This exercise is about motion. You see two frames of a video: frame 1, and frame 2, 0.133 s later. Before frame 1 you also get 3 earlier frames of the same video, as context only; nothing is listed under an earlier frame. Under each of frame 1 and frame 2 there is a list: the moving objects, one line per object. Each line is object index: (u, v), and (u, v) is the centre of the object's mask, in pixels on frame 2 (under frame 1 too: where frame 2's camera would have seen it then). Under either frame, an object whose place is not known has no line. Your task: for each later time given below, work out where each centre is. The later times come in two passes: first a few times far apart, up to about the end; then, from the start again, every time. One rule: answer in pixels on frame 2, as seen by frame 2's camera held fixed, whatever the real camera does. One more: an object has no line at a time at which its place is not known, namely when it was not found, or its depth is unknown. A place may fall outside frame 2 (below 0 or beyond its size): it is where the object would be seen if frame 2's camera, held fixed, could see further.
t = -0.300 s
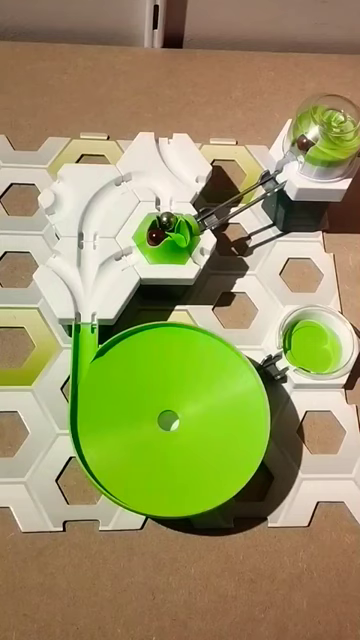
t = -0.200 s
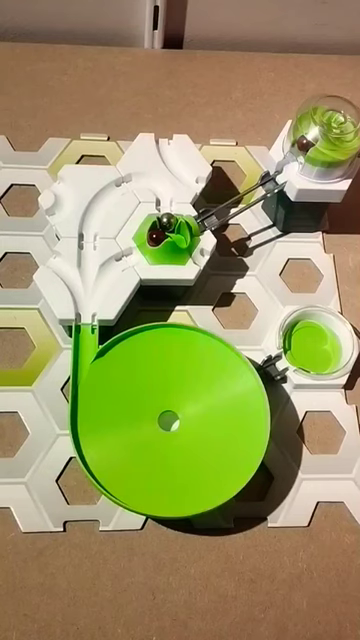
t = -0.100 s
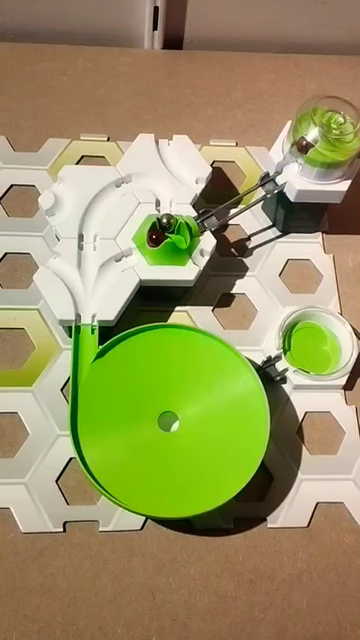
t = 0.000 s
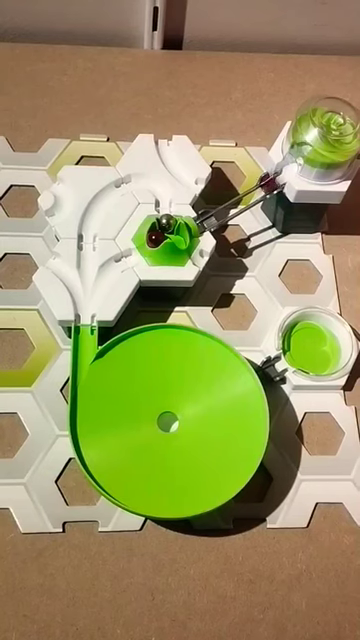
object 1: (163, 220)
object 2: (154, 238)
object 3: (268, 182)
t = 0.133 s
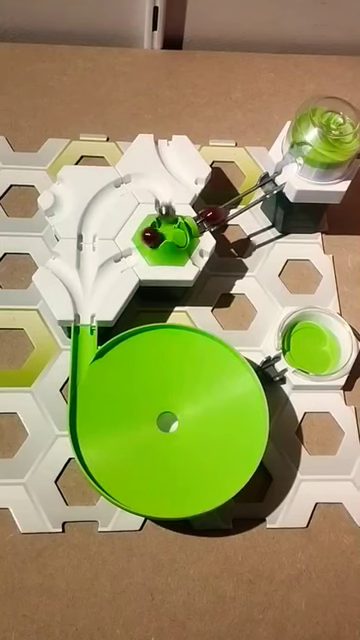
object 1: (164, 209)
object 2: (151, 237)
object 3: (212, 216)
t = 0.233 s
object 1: (164, 203)
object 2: (114, 264)
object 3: (217, 213)
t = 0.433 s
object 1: (113, 186)
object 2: (83, 354)
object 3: (204, 221)
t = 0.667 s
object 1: (86, 250)
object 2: (121, 480)
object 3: (204, 221)
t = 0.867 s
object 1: (84, 317)
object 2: (219, 489)
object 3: (204, 221)
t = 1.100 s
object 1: (89, 411)
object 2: (250, 399)
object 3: (204, 221)
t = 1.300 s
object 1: (200, 488)
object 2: (161, 345)
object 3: (204, 221)
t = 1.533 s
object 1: (225, 393)
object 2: (99, 438)
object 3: (204, 221)
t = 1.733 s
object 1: (124, 360)
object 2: (189, 490)
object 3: (204, 221)
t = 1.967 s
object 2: (240, 400)
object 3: (204, 221)
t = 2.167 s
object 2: (149, 366)
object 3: (204, 221)
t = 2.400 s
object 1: (204, 373)
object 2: (121, 460)
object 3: (204, 221)
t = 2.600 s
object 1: (111, 408)
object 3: (204, 221)
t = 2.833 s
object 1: (160, 473)
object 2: (194, 369)
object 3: (204, 221)
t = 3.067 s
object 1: (209, 390)
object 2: (123, 420)
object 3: (204, 221)
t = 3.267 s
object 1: (138, 381)
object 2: (186, 470)
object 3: (204, 221)
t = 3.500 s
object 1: (167, 468)
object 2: (199, 388)
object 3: (204, 221)
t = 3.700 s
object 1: (212, 420)
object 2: (130, 403)
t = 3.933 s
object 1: (132, 387)
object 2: (189, 458)
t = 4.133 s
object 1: (153, 449)
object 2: (196, 394)
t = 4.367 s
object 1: (210, 406)
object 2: (135, 429)
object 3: (204, 220)
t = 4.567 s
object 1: (137, 405)
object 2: (196, 440)
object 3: (204, 221)
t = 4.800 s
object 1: (172, 451)
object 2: (164, 389)
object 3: (204, 221)
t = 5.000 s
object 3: (204, 221)
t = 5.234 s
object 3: (204, 220)
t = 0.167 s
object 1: (164, 205)
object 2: (143, 241)
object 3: (218, 213)
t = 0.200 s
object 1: (164, 206)
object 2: (133, 254)
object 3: (218, 212)
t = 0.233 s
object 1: (164, 203)
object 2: (114, 264)
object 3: (217, 213)
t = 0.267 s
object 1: (162, 191)
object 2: (101, 278)
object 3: (215, 215)
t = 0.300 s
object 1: (156, 184)
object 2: (90, 293)
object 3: (208, 217)
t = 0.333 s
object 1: (146, 180)
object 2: (82, 307)
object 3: (204, 221)
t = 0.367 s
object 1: (133, 179)
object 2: (85, 321)
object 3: (205, 221)
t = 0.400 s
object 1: (123, 182)
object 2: (84, 338)
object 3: (204, 221)
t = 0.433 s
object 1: (113, 186)
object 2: (83, 354)
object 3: (204, 221)
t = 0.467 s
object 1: (104, 194)
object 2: (84, 371)
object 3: (204, 221)
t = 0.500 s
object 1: (97, 202)
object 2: (84, 388)
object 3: (204, 221)
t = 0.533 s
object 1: (92, 211)
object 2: (86, 407)
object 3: (204, 221)
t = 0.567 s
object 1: (88, 221)
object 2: (91, 426)
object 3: (204, 221)
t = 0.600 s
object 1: (86, 231)
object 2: (98, 445)
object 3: (204, 221)
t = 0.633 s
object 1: (85, 241)
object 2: (109, 464)
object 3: (204, 221)
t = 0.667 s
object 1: (86, 250)
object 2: (121, 480)
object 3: (204, 221)
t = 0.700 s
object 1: (86, 262)
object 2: (135, 494)
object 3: (204, 221)
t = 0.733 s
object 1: (85, 272)
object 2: (153, 502)
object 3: (204, 221)
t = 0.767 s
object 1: (85, 283)
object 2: (171, 501)
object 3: (204, 221)
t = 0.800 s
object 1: (84, 295)
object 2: (188, 499)
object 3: (204, 221)
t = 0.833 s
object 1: (85, 306)
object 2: (204, 495)
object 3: (204, 221)
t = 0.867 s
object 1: (84, 317)
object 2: (219, 489)
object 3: (204, 221)
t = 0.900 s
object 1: (83, 331)
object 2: (232, 479)
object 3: (204, 221)
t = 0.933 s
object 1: (83, 344)
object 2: (241, 468)
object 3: (204, 221)
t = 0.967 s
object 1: (84, 356)
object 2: (248, 455)
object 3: (204, 221)
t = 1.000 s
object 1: (83, 369)
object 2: (253, 441)
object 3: (204, 221)
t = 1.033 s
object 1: (83, 382)
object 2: (254, 427)
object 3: (204, 221)
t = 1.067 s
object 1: (85, 396)
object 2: (254, 412)
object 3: (204, 221)
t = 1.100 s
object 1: (89, 411)
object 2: (250, 399)
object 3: (204, 221)
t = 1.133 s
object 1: (107, 441)
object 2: (237, 374)
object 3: (204, 221)
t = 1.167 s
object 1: (120, 454)
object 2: (227, 364)
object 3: (204, 221)
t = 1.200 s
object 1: (135, 466)
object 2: (215, 356)
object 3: (204, 221)
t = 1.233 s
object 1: (167, 482)
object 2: (189, 346)
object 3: (204, 221)
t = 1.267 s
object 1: (184, 487)
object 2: (175, 344)
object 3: (204, 221)
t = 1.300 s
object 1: (200, 488)
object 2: (161, 345)
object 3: (204, 221)
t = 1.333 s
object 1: (215, 488)
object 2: (147, 349)
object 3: (204, 221)
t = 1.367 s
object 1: (232, 471)
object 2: (123, 363)
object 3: (204, 221)
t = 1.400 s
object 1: (237, 459)
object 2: (113, 373)
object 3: (204, 221)
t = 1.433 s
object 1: (240, 446)
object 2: (105, 384)
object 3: (204, 221)
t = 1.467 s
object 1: (237, 418)
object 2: (96, 410)
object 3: (204, 221)
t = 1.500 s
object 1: (232, 406)
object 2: (96, 424)
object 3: (204, 221)
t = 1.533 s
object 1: (225, 393)
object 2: (99, 438)
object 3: (204, 221)
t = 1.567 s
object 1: (204, 371)
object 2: (112, 464)
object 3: (204, 221)
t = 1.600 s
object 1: (191, 363)
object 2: (122, 475)
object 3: (204, 221)
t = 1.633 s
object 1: (178, 357)
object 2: (134, 483)
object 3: (204, 221)
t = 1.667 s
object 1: (163, 354)
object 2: (147, 489)
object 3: (204, 221)
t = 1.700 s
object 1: (136, 356)
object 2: (176, 492)
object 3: (204, 221)
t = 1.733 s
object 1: (124, 360)
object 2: (189, 490)
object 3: (204, 221)
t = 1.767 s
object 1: (115, 366)
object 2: (203, 486)
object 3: (204, 221)
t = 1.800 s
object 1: (101, 384)
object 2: (225, 470)
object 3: (204, 221)
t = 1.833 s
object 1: (97, 395)
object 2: (234, 460)
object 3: (204, 221)
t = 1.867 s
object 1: (95, 406)
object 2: (240, 449)
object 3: (204, 221)
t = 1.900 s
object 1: (101, 431)
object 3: (204, 221)
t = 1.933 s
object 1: (108, 442)
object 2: (244, 412)
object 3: (204, 221)
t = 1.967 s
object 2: (240, 400)
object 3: (204, 221)
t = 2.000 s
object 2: (233, 389)
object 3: (204, 221)
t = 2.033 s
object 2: (215, 371)
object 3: (204, 221)
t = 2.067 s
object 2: (203, 364)
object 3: (204, 221)
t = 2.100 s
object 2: (190, 361)
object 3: (204, 221)
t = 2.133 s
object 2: (162, 362)
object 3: (204, 221)
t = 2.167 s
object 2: (149, 366)
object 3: (204, 221)
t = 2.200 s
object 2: (137, 372)
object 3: (204, 221)
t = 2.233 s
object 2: (119, 391)
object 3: (204, 221)
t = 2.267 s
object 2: (113, 402)
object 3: (204, 221)
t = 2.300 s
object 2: (109, 414)
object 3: (204, 221)
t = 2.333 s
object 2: (108, 427)
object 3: (204, 221)
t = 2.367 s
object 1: (215, 379)
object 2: (114, 451)
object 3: (204, 221)
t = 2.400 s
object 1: (204, 373)
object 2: (121, 460)
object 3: (204, 221)
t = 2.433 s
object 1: (191, 370)
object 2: (129, 469)
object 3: (204, 221)
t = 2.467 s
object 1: (163, 370)
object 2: (151, 479)
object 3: (204, 221)
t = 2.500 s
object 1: (150, 374)
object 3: (204, 221)
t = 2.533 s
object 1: (137, 380)
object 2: (176, 480)
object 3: (204, 221)
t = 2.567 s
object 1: (117, 397)
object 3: (204, 221)
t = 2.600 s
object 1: (111, 408)
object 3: (204, 221)
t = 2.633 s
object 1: (107, 419)
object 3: (204, 221)
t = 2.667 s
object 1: (106, 430)
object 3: (204, 221)
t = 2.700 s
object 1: (112, 451)
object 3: (204, 221)
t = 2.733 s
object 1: (119, 459)
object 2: (223, 403)
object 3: (204, 221)
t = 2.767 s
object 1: (127, 466)
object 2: (219, 392)
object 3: (204, 221)
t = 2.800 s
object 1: (149, 473)
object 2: (204, 374)
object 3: (204, 221)
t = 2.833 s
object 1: (160, 473)
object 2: (194, 369)
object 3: (204, 221)
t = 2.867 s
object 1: (172, 471)
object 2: (183, 366)
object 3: (204, 221)
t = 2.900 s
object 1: (194, 458)
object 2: (161, 367)
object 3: (204, 221)
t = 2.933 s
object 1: (203, 448)
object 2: (150, 371)
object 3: (204, 221)
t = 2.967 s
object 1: (209, 437)
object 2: (141, 378)
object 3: (204, 221)
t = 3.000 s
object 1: (214, 425)
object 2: (133, 387)
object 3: (204, 221)
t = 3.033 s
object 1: (214, 401)
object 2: (124, 408)
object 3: (204, 221)
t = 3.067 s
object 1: (209, 390)
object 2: (123, 420)
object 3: (204, 221)
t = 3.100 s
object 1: (204, 380)
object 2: (124, 432)
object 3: (204, 221)
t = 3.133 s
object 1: (187, 368)
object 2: (134, 453)
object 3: (204, 221)
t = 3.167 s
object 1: (178, 365)
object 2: (143, 461)
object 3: (204, 221)
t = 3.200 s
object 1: (167, 365)
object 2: (153, 468)
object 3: (204, 221)
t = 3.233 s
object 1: (147, 373)
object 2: (175, 472)
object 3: (204, 221)
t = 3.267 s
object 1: (138, 381)
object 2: (186, 470)
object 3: (204, 221)
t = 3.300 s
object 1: (132, 390)
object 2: (195, 465)
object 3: (204, 221)
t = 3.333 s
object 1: (128, 401)
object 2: (204, 459)
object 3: (204, 221)
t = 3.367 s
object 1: (128, 426)
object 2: (215, 440)
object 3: (204, 221)
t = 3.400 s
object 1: (132, 438)
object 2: (217, 429)
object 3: (204, 221)
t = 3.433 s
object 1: (139, 449)
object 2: (216, 417)
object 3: (204, 221)
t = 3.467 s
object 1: (157, 464)
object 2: (207, 396)
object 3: (204, 221)
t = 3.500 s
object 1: (167, 468)
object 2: (199, 388)
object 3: (204, 221)
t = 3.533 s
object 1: (177, 469)
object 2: (190, 381)
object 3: (204, 221)
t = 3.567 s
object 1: (196, 464)
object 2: (169, 375)
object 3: (204, 221)
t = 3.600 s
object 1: (203, 458)
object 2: (158, 377)
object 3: (204, 221)
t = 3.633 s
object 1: (209, 451)
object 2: (149, 380)
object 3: (204, 221)
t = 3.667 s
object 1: (213, 442)
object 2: (141, 386)
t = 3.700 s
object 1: (212, 420)
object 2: (130, 403)
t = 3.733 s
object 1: (208, 410)
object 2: (129, 413)
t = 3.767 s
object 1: (201, 400)
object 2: (130, 423)
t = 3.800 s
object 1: (182, 384)
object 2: (139, 443)
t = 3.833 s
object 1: (171, 380)
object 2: (148, 450)
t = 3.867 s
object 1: (160, 379)
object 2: (158, 456)
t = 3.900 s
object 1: (139, 382)
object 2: (178, 460)
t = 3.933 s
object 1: (132, 387)
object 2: (189, 458)
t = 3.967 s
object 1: (126, 394)
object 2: (198, 453)
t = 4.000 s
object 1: (122, 402)
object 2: (205, 447)
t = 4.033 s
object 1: (121, 410)
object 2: (210, 439)
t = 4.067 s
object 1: (127, 429)
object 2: (212, 420)
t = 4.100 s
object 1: (133, 437)
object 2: (209, 410)
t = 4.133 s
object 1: (153, 449)
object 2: (196, 394)
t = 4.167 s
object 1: (165, 452)
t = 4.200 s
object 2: (176, 386)
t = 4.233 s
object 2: (156, 389)
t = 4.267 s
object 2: (147, 395)
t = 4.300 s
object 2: (140, 402)
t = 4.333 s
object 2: (136, 411)
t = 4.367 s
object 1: (210, 406)
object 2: (135, 429)
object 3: (204, 220)
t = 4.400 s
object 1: (205, 399)
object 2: (138, 438)
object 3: (204, 221)
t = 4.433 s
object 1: (198, 393)
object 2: (144, 445)
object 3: (204, 221)
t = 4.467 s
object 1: (178, 388)
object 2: (161, 453)
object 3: (204, 221)
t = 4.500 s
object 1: (167, 388)
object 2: (170, 454)
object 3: (204, 221)
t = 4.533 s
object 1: (156, 392)
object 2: (180, 452)
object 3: (204, 221)
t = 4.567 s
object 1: (137, 405)
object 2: (196, 440)
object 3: (204, 221)
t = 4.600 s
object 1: (132, 414)
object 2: (202, 432)
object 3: (204, 221)
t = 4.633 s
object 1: (130, 422)
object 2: (205, 422)
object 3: (204, 221)
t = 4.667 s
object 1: (130, 431)
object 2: (205, 412)
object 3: (204, 221)
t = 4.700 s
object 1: (139, 445)
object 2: (197, 397)
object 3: (204, 221)
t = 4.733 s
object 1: (146, 450)
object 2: (190, 391)
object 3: (204, 221)
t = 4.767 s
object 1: (154, 453)
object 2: (182, 388)
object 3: (204, 221)
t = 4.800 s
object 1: (172, 451)
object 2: (164, 389)
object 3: (204, 221)
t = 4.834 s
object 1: (181, 447)
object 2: (156, 395)
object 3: (204, 221)
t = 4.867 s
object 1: (188, 439)
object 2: (149, 401)
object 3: (204, 221)
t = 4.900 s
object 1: (197, 420)
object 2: (141, 418)
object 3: (204, 221)
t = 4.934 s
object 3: (204, 221)
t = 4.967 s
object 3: (204, 220)
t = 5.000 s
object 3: (204, 221)
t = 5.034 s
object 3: (204, 220)
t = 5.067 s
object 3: (204, 220)
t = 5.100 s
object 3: (204, 220)
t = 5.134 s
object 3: (204, 220)
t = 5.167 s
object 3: (204, 221)
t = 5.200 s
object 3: (204, 220)
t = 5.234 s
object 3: (204, 220)
